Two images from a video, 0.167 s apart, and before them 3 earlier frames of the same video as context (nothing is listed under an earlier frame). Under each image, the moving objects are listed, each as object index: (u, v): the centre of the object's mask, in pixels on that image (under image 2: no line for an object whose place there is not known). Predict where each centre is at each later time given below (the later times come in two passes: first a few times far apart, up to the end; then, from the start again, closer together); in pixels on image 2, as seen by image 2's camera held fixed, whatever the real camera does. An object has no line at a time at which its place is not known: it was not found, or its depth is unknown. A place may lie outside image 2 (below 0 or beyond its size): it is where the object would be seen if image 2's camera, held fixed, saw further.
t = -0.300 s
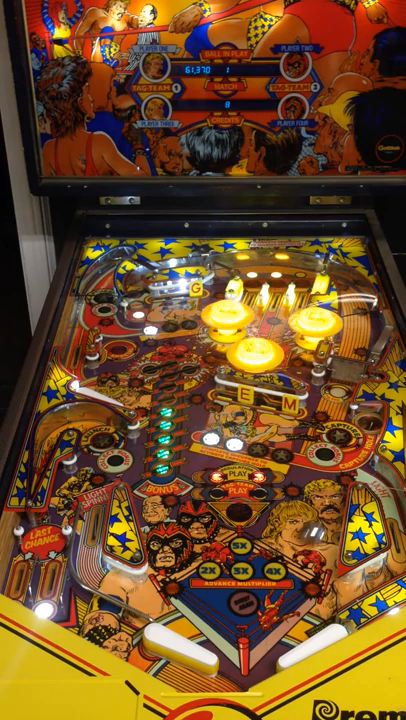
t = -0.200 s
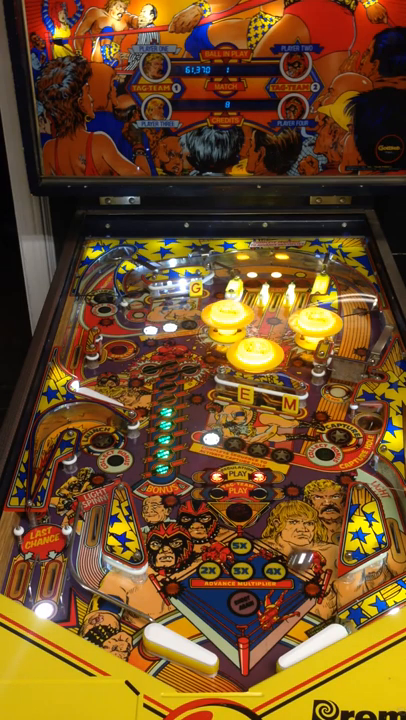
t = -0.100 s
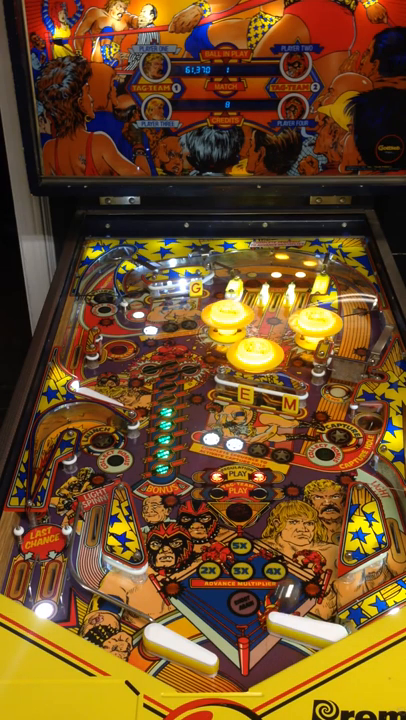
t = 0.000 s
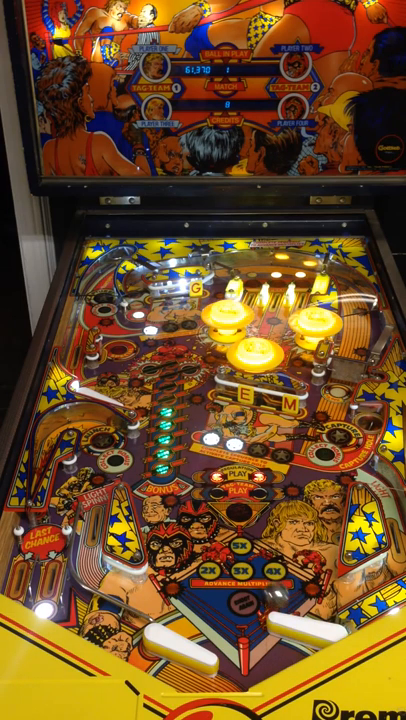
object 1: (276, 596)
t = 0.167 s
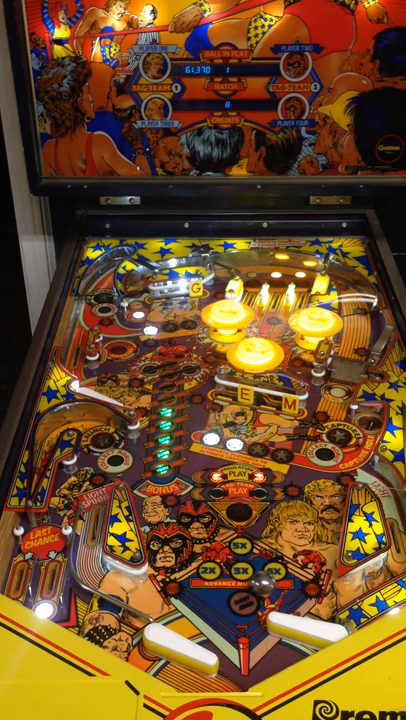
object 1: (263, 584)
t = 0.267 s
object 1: (255, 583)
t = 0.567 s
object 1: (235, 603)
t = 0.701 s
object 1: (225, 625)
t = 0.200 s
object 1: (260, 583)
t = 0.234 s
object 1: (257, 583)
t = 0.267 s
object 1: (255, 583)
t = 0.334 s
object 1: (250, 585)
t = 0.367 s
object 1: (248, 587)
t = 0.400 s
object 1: (246, 588)
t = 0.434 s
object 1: (244, 591)
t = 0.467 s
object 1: (241, 594)
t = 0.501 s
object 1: (240, 596)
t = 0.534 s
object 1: (237, 599)
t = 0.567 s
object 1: (235, 603)
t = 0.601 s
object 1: (232, 608)
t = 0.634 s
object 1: (230, 614)
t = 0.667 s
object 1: (228, 620)
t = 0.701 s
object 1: (225, 625)
